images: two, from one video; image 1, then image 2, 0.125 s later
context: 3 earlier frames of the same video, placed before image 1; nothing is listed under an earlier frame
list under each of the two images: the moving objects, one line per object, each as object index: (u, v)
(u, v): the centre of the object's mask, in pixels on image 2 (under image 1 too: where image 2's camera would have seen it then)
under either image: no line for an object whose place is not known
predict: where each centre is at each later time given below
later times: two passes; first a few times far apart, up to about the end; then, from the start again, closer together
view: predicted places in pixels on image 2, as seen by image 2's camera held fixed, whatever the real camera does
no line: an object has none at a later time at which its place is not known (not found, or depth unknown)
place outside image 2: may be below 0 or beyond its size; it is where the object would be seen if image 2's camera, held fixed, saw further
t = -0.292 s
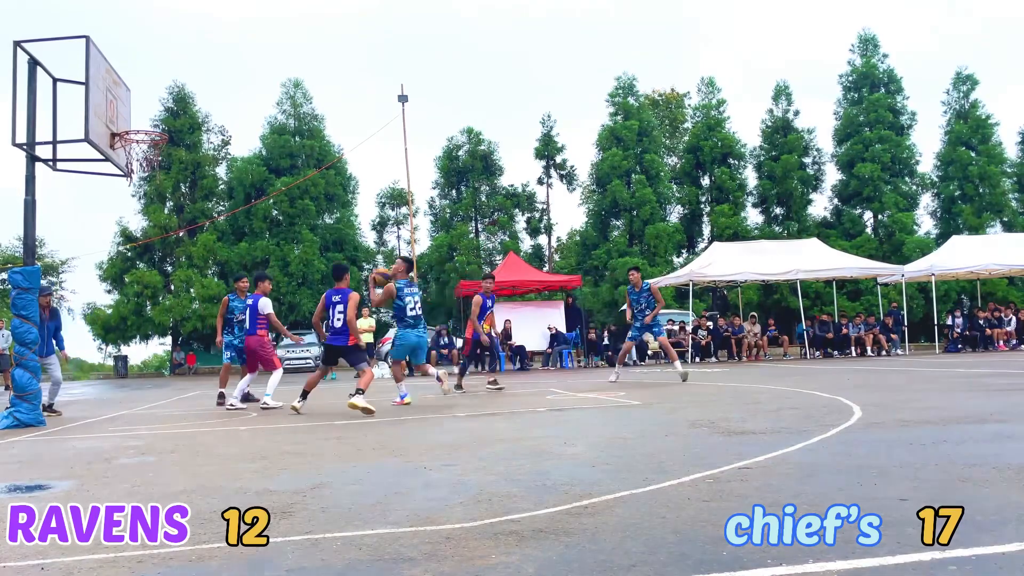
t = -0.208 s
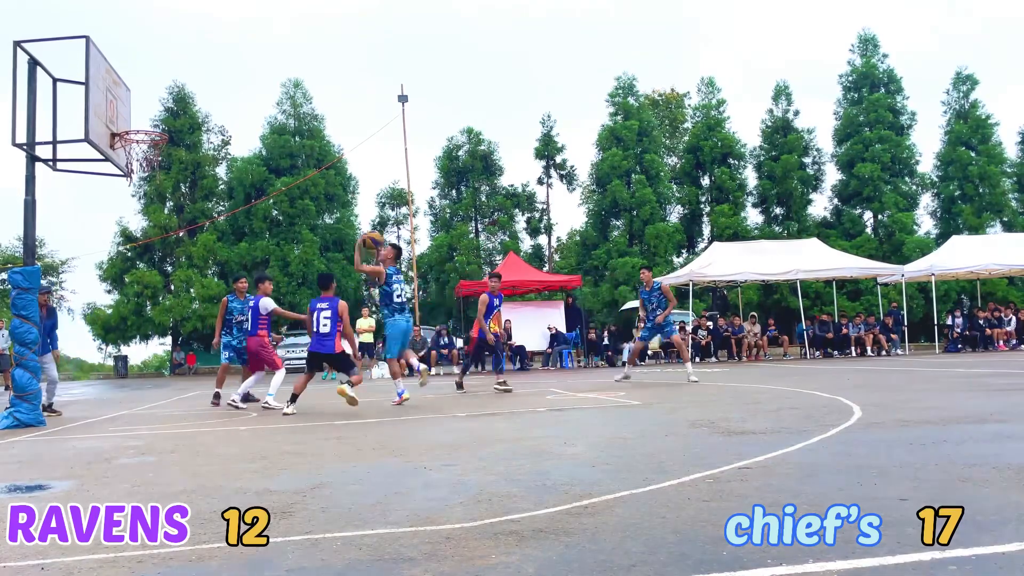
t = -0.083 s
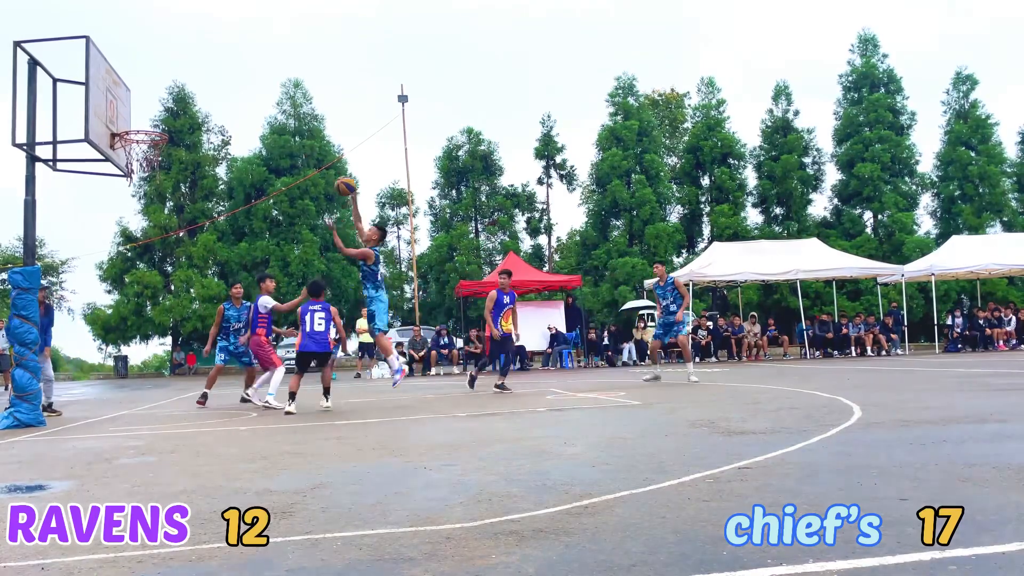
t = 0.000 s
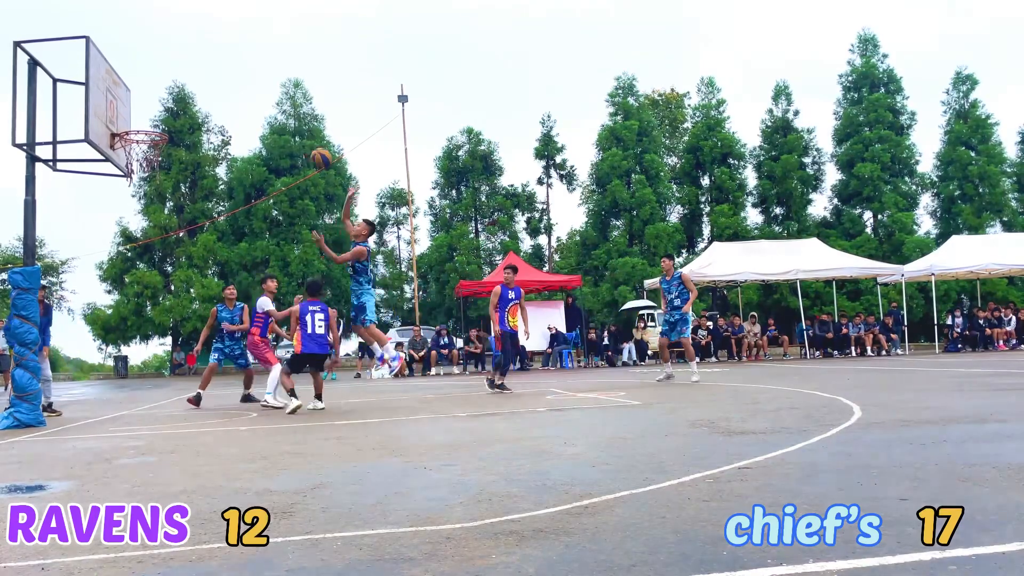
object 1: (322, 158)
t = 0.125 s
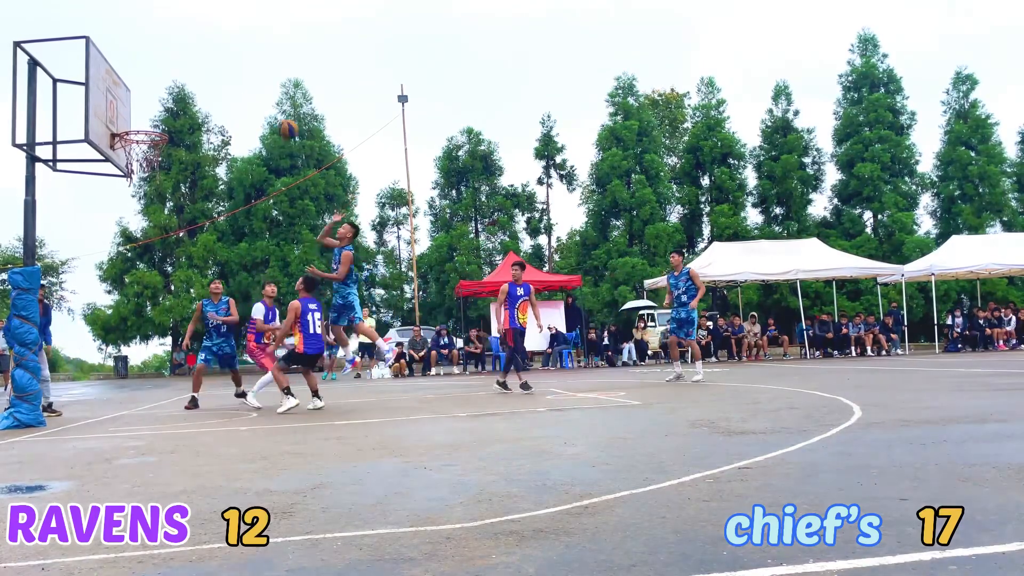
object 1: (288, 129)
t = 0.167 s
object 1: (273, 120)
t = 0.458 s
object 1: (190, 108)
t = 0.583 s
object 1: (151, 127)
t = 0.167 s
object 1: (273, 120)
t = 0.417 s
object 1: (201, 106)
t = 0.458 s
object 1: (190, 108)
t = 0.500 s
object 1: (175, 113)
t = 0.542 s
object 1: (165, 118)
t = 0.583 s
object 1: (151, 127)
